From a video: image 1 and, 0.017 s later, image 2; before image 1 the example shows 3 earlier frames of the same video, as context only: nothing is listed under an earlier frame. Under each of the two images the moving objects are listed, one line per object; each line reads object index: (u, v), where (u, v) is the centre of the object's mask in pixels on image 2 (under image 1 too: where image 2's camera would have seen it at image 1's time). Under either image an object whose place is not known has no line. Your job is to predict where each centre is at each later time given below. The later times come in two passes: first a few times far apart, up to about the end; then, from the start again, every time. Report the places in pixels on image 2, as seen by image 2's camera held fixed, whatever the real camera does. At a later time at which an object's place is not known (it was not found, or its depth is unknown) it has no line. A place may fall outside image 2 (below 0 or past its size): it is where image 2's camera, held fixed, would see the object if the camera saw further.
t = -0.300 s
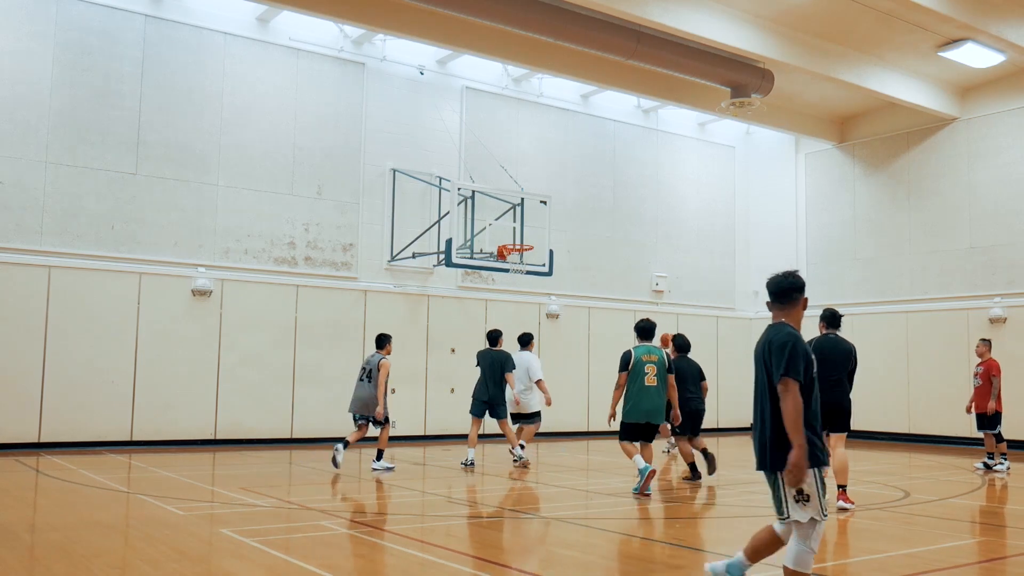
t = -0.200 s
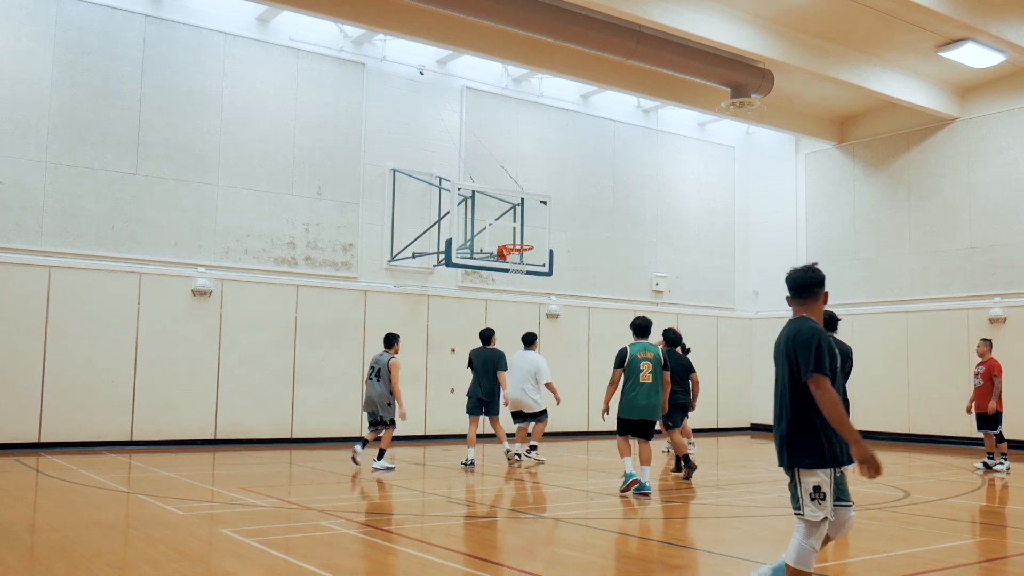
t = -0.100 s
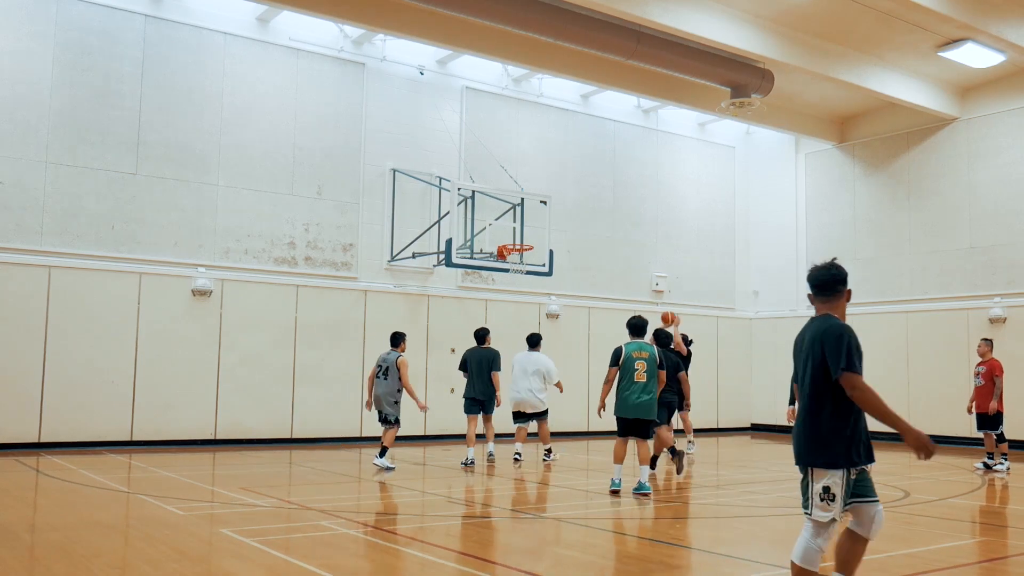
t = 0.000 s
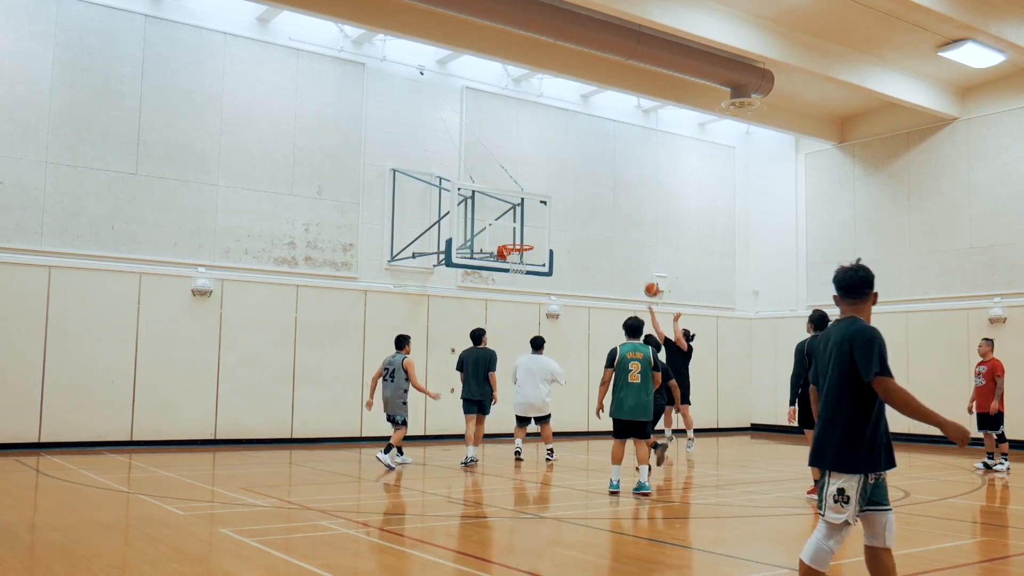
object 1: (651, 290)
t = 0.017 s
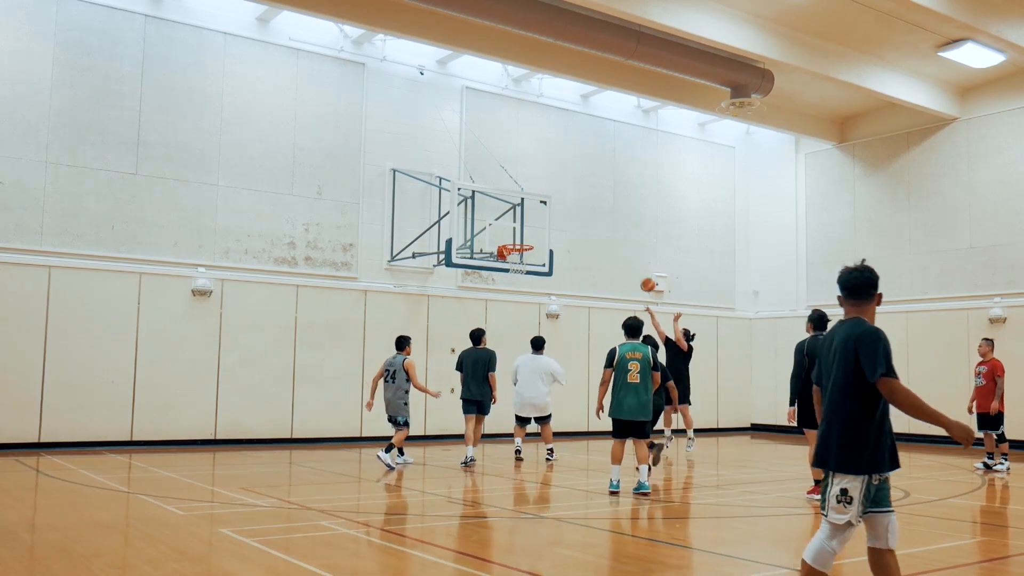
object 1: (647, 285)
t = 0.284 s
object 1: (586, 228)
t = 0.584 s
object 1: (529, 216)
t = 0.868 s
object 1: (519, 257)
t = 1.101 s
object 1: (523, 303)
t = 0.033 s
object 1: (644, 280)
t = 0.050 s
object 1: (640, 275)
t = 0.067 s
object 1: (636, 271)
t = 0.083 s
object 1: (632, 267)
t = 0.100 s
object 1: (629, 262)
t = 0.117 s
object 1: (625, 259)
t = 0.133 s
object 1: (621, 255)
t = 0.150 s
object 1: (617, 251)
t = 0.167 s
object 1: (613, 248)
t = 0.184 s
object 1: (609, 244)
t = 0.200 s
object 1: (605, 242)
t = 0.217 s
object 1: (602, 238)
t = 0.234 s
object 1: (598, 235)
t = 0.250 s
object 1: (594, 233)
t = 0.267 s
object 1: (590, 230)
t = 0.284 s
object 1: (586, 228)
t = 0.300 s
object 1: (582, 226)
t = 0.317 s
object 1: (579, 224)
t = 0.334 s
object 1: (575, 222)
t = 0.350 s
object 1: (571, 220)
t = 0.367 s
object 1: (567, 219)
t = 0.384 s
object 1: (563, 218)
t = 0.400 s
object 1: (559, 217)
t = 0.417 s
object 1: (555, 216)
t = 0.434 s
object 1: (551, 215)
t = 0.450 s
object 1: (547, 214)
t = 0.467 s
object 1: (543, 213)
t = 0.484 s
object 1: (539, 213)
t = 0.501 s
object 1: (536, 213)
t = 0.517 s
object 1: (533, 213)
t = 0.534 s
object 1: (532, 214)
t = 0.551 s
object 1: (531, 214)
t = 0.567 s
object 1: (530, 215)
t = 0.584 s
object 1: (529, 216)
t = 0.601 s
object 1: (528, 217)
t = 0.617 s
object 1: (527, 218)
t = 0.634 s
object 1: (526, 220)
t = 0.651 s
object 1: (525, 222)
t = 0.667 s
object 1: (524, 224)
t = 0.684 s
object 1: (523, 225)
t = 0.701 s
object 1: (522, 228)
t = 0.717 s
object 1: (521, 230)
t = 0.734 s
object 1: (520, 233)
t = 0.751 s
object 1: (519, 235)
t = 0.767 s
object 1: (518, 238)
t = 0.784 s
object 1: (517, 241)
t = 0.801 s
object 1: (516, 243)
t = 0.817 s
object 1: (517, 244)
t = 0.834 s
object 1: (517, 249)
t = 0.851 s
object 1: (518, 255)
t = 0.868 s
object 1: (519, 257)
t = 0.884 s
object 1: (520, 259)
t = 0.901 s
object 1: (519, 264)
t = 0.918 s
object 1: (520, 266)
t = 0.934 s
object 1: (520, 268)
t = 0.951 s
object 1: (521, 271)
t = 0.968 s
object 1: (521, 273)
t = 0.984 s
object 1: (521, 277)
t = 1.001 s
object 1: (522, 280)
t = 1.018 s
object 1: (522, 284)
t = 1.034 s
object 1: (522, 287)
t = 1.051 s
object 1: (522, 291)
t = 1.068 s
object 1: (522, 295)
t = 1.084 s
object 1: (523, 299)
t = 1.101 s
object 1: (523, 303)
